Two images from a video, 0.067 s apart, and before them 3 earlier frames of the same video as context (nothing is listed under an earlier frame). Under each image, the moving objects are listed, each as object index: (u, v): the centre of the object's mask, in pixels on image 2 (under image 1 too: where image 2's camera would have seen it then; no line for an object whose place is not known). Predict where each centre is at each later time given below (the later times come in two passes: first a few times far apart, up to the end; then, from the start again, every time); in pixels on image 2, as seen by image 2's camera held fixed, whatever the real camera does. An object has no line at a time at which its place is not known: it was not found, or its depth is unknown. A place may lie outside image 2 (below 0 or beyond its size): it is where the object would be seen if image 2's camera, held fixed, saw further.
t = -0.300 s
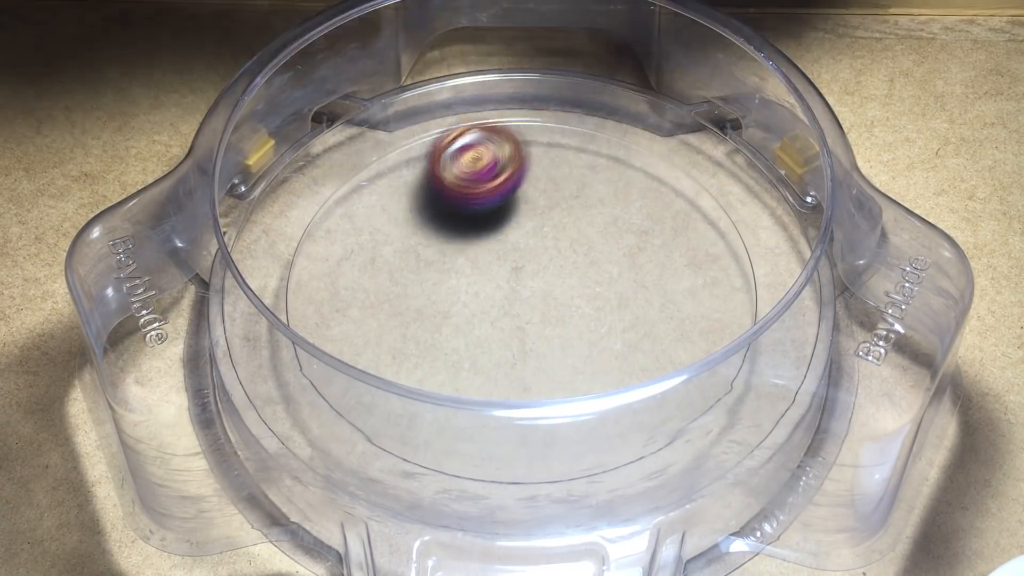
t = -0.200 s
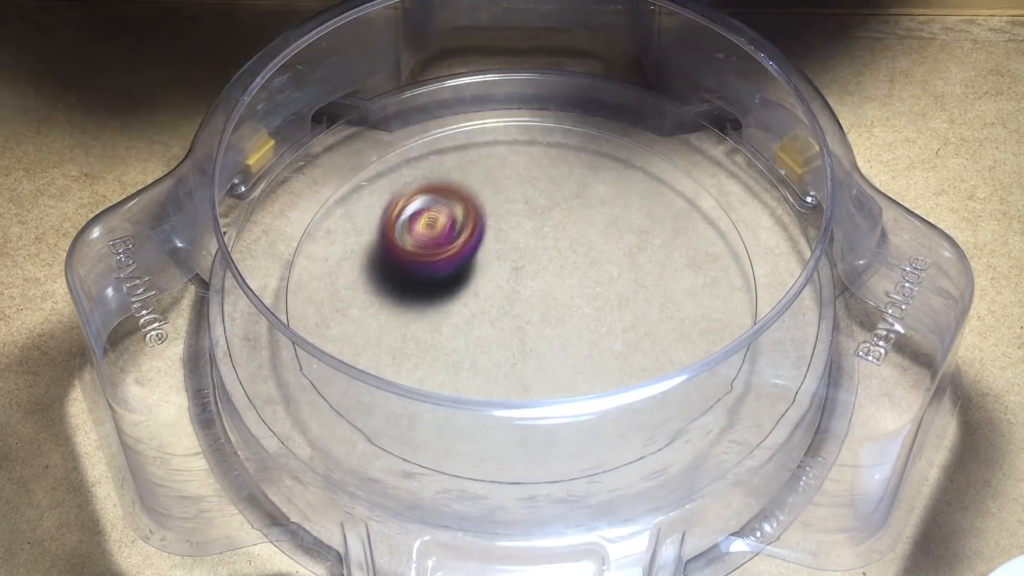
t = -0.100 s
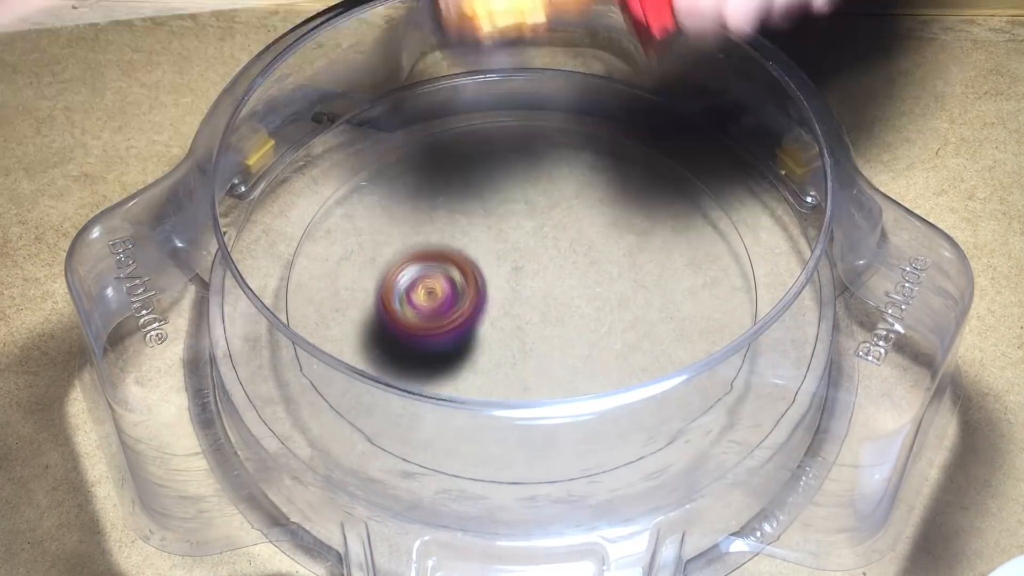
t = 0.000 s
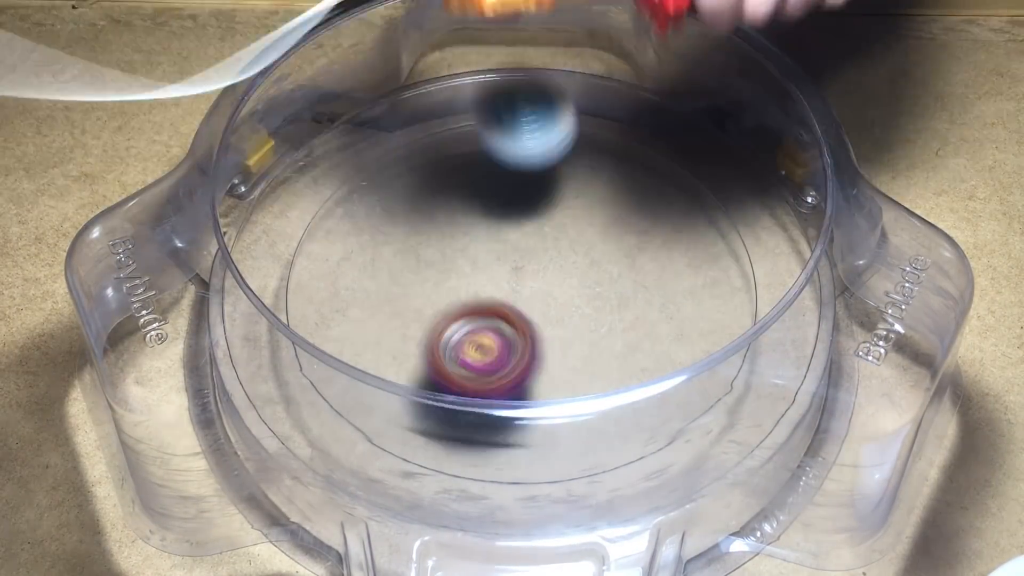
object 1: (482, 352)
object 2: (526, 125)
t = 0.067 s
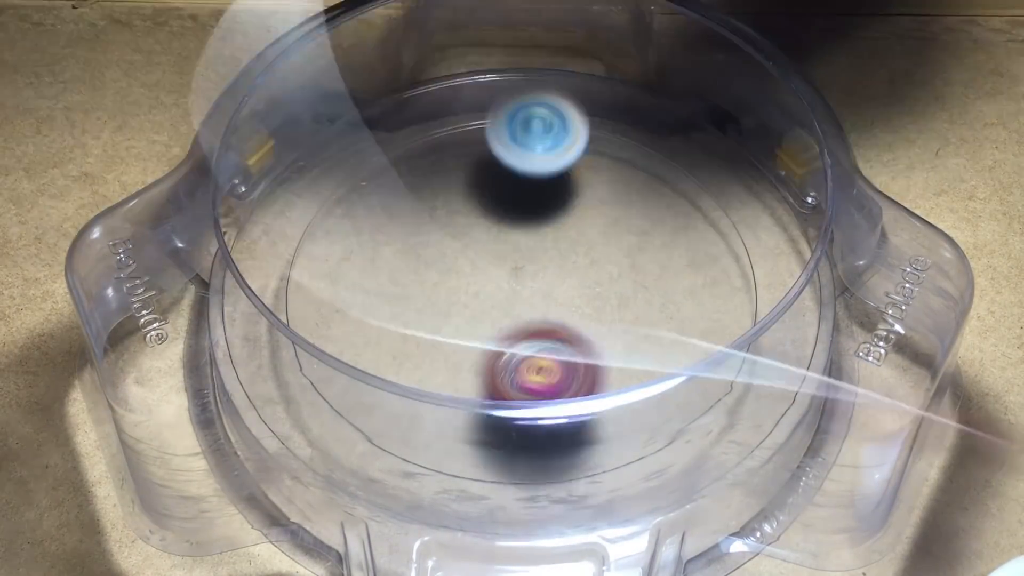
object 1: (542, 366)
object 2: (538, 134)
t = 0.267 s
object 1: (722, 327)
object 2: (545, 217)
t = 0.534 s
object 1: (643, 198)
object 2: (542, 328)
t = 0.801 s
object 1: (479, 224)
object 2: (573, 307)
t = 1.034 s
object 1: (450, 328)
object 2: (611, 207)
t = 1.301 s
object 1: (563, 363)
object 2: (464, 174)
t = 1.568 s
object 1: (606, 288)
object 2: (381, 390)
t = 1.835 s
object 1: (493, 257)
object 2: (678, 394)
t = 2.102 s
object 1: (423, 315)
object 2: (660, 100)
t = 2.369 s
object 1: (501, 345)
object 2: (352, 222)
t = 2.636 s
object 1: (548, 282)
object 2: (651, 452)
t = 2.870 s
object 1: (489, 235)
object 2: (728, 351)
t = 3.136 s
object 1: (446, 250)
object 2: (340, 348)
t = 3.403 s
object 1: (463, 279)
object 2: (331, 214)
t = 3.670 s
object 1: (591, 448)
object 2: (510, 41)
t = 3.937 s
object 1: (653, 320)
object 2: (602, 66)
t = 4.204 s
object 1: (566, 184)
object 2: (602, 66)
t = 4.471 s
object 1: (463, 201)
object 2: (562, 62)
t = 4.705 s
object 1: (454, 261)
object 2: (458, 55)
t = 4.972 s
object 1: (538, 275)
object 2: (531, 54)
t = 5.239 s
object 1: (558, 228)
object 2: (535, 56)
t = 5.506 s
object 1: (510, 240)
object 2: (535, 56)
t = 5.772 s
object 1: (544, 273)
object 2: (534, 56)
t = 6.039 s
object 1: (554, 256)
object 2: (534, 56)
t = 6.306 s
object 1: (535, 254)
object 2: (533, 56)
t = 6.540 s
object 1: (538, 279)
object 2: (533, 56)
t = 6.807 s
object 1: (539, 275)
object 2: (534, 56)
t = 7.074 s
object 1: (539, 272)
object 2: (534, 56)
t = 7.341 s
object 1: (534, 277)
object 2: (533, 56)
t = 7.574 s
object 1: (528, 280)
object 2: (533, 56)
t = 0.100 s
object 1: (577, 377)
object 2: (539, 127)
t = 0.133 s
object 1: (612, 380)
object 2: (542, 138)
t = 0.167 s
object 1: (647, 374)
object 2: (545, 166)
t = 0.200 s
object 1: (680, 363)
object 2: (546, 199)
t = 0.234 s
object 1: (706, 348)
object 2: (546, 201)
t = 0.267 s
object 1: (722, 327)
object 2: (545, 217)
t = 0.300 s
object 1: (730, 307)
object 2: (543, 244)
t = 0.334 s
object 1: (728, 287)
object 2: (542, 254)
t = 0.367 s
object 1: (724, 269)
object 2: (541, 276)
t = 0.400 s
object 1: (713, 250)
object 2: (540, 291)
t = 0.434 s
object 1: (699, 233)
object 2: (540, 301)
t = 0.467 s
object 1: (682, 219)
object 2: (541, 317)
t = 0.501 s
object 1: (663, 207)
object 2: (541, 320)
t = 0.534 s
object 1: (643, 198)
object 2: (542, 328)
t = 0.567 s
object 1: (621, 193)
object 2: (543, 339)
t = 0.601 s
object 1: (599, 190)
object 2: (545, 339)
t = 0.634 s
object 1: (577, 191)
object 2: (548, 342)
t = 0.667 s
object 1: (555, 193)
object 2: (552, 340)
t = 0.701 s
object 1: (533, 198)
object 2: (556, 335)
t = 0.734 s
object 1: (513, 205)
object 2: (561, 328)
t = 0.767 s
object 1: (496, 213)
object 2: (567, 319)
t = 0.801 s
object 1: (479, 224)
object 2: (573, 307)
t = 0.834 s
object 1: (466, 235)
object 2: (580, 295)
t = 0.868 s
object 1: (455, 249)
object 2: (587, 282)
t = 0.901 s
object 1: (446, 265)
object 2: (592, 269)
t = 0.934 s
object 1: (443, 280)
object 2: (599, 255)
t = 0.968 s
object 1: (443, 296)
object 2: (605, 240)
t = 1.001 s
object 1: (445, 312)
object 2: (610, 225)
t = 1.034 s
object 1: (450, 328)
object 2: (611, 207)
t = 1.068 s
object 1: (458, 343)
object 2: (609, 191)
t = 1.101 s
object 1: (469, 352)
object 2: (600, 177)
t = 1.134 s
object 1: (483, 359)
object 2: (587, 165)
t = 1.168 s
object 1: (498, 363)
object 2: (569, 157)
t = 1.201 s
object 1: (515, 367)
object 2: (545, 153)
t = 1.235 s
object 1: (531, 367)
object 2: (520, 155)
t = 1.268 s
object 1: (548, 366)
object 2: (493, 161)
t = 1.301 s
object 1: (563, 363)
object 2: (464, 174)
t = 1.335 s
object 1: (578, 358)
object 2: (437, 191)
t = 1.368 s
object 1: (589, 352)
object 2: (411, 212)
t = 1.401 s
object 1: (600, 345)
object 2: (389, 238)
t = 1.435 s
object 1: (608, 332)
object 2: (373, 267)
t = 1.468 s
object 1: (612, 322)
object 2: (364, 297)
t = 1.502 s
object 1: (614, 310)
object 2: (362, 326)
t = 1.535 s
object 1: (612, 299)
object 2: (368, 358)
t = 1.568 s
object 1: (606, 288)
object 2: (381, 390)
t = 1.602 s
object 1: (598, 278)
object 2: (402, 417)
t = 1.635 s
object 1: (587, 270)
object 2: (431, 443)
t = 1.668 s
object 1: (573, 264)
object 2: (472, 454)
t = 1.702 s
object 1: (558, 259)
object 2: (518, 459)
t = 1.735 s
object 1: (542, 256)
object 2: (563, 457)
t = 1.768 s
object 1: (526, 255)
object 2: (607, 448)
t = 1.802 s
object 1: (509, 255)
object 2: (650, 432)
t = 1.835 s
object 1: (493, 257)
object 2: (678, 394)
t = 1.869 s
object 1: (477, 260)
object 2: (701, 358)
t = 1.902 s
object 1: (462, 266)
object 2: (714, 312)
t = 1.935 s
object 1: (449, 272)
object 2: (734, 281)
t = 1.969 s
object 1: (438, 279)
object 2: (745, 241)
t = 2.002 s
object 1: (430, 288)
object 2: (736, 198)
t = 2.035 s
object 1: (424, 297)
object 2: (716, 163)
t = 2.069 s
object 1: (422, 306)
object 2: (690, 130)
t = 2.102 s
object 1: (423, 315)
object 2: (660, 100)
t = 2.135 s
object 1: (427, 323)
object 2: (618, 84)
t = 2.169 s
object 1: (433, 330)
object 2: (570, 75)
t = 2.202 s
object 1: (441, 336)
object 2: (520, 70)
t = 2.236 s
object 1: (451, 342)
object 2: (467, 69)
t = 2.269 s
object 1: (463, 345)
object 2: (420, 80)
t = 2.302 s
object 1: (475, 347)
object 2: (393, 122)
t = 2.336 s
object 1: (488, 347)
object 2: (371, 168)
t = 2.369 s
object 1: (501, 345)
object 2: (352, 222)
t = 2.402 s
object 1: (513, 341)
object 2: (339, 276)
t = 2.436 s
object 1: (524, 336)
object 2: (334, 331)
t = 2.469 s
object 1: (533, 330)
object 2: (340, 386)
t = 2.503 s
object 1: (541, 321)
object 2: (354, 441)
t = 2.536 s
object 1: (546, 312)
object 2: (409, 459)
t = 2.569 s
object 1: (549, 302)
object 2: (488, 465)
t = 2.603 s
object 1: (550, 291)
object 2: (570, 461)
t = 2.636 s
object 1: (548, 282)
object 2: (651, 452)
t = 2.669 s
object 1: (543, 273)
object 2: (715, 424)
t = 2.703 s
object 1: (537, 264)
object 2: (776, 388)
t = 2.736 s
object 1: (528, 256)
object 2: (813, 339)
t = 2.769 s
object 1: (519, 250)
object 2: (838, 290)
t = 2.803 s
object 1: (508, 243)
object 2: (819, 293)
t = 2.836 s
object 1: (498, 238)
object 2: (776, 322)
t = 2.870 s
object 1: (489, 235)
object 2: (728, 351)
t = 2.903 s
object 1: (480, 233)
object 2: (680, 368)
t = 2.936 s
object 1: (471, 233)
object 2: (627, 391)
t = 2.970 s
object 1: (463, 235)
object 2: (568, 394)
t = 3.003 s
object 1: (457, 238)
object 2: (510, 400)
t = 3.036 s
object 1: (453, 240)
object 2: (461, 391)
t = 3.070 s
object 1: (450, 243)
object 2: (416, 386)
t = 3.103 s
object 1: (447, 246)
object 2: (376, 368)
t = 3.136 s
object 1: (446, 250)
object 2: (340, 348)
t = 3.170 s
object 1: (444, 254)
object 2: (317, 326)
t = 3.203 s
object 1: (442, 259)
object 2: (302, 303)
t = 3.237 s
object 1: (443, 264)
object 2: (299, 281)
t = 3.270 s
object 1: (444, 268)
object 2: (293, 264)
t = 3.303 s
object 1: (448, 272)
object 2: (292, 248)
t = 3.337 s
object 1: (452, 275)
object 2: (300, 233)
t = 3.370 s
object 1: (457, 278)
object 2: (313, 221)
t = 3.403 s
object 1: (463, 279)
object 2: (331, 214)
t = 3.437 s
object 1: (468, 279)
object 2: (355, 209)
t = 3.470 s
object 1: (475, 280)
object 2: (382, 205)
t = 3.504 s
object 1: (482, 279)
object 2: (411, 204)
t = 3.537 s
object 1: (488, 280)
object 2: (442, 204)
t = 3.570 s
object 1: (510, 320)
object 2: (463, 162)
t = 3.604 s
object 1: (535, 360)
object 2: (477, 114)
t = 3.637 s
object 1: (557, 402)
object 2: (493, 67)
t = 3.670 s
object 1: (591, 448)
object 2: (510, 41)
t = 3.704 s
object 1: (615, 448)
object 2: (528, 25)
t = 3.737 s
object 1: (634, 451)
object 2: (544, 20)
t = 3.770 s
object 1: (644, 442)
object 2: (557, 29)
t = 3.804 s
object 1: (651, 415)
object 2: (573, 38)
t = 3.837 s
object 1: (654, 401)
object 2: (594, 46)
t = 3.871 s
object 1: (656, 368)
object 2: (600, 59)
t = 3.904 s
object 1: (652, 340)
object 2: (600, 65)
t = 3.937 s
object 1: (653, 320)
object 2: (602, 66)
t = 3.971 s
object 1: (649, 294)
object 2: (603, 66)
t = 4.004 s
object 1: (641, 269)
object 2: (602, 66)
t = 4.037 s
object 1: (632, 248)
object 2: (600, 65)
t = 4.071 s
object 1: (621, 229)
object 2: (598, 65)
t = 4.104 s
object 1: (608, 213)
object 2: (598, 65)
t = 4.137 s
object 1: (594, 201)
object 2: (598, 65)
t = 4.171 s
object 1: (581, 191)
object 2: (599, 65)
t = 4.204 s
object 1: (566, 184)
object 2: (602, 66)
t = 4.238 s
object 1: (550, 180)
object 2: (602, 68)
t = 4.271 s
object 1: (535, 177)
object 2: (602, 69)
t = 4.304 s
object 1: (521, 177)
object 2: (601, 67)
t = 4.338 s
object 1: (508, 179)
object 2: (597, 66)
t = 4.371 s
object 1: (495, 183)
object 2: (591, 66)
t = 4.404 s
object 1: (483, 188)
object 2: (584, 65)
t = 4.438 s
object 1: (472, 194)
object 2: (575, 63)
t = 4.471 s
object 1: (463, 201)
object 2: (562, 62)
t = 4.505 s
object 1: (455, 208)
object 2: (547, 60)
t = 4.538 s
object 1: (449, 217)
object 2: (528, 58)
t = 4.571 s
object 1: (446, 226)
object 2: (507, 55)
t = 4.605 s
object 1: (445, 235)
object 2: (481, 50)
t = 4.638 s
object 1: (446, 244)
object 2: (461, 53)
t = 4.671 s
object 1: (449, 252)
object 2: (456, 65)
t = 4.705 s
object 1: (454, 261)
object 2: (458, 55)
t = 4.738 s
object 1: (462, 268)
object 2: (484, 52)
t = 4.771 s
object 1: (472, 273)
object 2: (501, 52)
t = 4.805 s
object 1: (484, 277)
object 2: (516, 49)
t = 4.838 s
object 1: (495, 280)
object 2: (523, 52)
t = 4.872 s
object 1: (506, 281)
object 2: (525, 51)
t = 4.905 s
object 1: (518, 280)
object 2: (528, 52)
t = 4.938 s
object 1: (528, 278)
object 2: (529, 53)
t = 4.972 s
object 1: (538, 275)
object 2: (531, 54)
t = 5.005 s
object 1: (547, 270)
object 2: (531, 55)
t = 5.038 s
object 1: (555, 264)
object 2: (532, 55)
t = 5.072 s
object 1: (560, 258)
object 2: (532, 56)
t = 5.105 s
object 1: (563, 252)
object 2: (533, 56)
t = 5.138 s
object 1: (565, 245)
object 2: (534, 56)
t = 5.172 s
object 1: (564, 239)
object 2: (534, 56)
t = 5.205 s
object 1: (562, 233)
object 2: (535, 56)
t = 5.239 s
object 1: (558, 228)
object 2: (535, 56)
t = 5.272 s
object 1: (552, 224)
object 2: (535, 56)
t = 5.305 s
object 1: (545, 222)
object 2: (534, 56)
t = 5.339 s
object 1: (537, 221)
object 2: (534, 56)
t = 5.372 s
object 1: (530, 222)
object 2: (533, 56)
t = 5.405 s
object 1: (523, 225)
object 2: (534, 56)
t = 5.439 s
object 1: (517, 229)
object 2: (534, 56)
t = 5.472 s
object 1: (513, 234)
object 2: (534, 56)
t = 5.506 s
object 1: (510, 240)
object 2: (535, 56)
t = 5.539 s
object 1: (509, 246)
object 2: (534, 56)
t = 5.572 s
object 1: (510, 251)
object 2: (534, 56)
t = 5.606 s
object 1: (513, 256)
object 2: (534, 56)
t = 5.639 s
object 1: (517, 262)
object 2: (534, 56)
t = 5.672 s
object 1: (522, 266)
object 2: (534, 56)
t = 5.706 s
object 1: (529, 270)
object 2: (534, 56)
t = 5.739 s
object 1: (536, 272)
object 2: (535, 56)
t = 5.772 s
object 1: (544, 273)
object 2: (534, 56)
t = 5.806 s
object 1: (551, 273)
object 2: (534, 56)
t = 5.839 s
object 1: (557, 271)
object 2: (534, 56)
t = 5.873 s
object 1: (561, 268)
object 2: (534, 56)
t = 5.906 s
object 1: (563, 265)
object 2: (534, 56)
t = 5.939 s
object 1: (563, 262)
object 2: (534, 56)
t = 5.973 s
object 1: (561, 260)
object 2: (534, 56)
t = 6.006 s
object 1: (557, 258)
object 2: (534, 56)
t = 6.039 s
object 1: (554, 256)
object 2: (534, 56)
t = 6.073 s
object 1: (550, 255)
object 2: (534, 56)
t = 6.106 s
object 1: (546, 254)
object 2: (534, 56)
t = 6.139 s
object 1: (542, 254)
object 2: (534, 56)
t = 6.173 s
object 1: (539, 254)
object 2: (534, 56)
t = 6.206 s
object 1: (536, 254)
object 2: (534, 56)
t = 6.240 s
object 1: (534, 254)
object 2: (534, 56)
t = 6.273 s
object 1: (534, 253)
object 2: (534, 56)
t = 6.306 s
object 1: (535, 254)
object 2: (533, 56)
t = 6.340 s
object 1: (536, 256)
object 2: (533, 56)
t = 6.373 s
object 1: (537, 261)
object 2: (534, 56)
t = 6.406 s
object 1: (536, 266)
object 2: (534, 56)
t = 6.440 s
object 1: (536, 271)
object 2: (534, 56)
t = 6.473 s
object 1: (537, 274)
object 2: (534, 56)
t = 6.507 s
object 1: (537, 277)
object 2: (534, 56)
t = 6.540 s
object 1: (538, 279)
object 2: (533, 56)
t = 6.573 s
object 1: (538, 280)
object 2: (534, 56)
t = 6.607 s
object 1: (538, 280)
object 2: (534, 56)
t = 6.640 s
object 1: (538, 280)
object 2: (534, 56)
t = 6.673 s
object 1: (538, 279)
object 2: (534, 56)
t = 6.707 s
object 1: (538, 278)
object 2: (533, 56)
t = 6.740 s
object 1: (538, 277)
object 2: (533, 56)
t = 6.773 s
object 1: (538, 276)
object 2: (534, 56)
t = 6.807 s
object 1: (539, 275)
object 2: (534, 56)
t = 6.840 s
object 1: (539, 274)
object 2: (534, 56)
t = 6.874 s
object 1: (539, 273)
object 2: (534, 56)
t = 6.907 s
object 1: (539, 273)
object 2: (533, 56)
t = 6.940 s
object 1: (539, 272)
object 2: (533, 56)
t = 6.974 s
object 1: (540, 272)
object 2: (534, 56)
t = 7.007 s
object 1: (540, 272)
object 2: (534, 56)
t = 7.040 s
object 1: (540, 272)
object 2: (534, 56)
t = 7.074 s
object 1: (539, 272)
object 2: (534, 56)
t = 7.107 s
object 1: (539, 273)
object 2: (533, 56)
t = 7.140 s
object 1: (538, 273)
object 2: (534, 56)
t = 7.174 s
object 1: (538, 274)
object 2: (533, 56)
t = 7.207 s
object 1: (537, 274)
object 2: (533, 56)
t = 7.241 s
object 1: (537, 275)
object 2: (533, 56)
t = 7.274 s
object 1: (536, 276)
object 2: (533, 56)
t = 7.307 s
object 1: (535, 276)
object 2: (533, 56)
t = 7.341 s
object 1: (534, 277)
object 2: (533, 56)
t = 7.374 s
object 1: (534, 278)
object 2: (533, 56)
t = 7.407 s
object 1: (533, 278)
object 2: (533, 56)
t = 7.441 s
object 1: (532, 279)
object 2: (533, 56)
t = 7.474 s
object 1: (531, 279)
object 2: (533, 56)
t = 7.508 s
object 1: (530, 279)
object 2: (533, 56)
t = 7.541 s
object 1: (529, 280)
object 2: (533, 56)
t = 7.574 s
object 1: (528, 280)
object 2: (533, 56)
